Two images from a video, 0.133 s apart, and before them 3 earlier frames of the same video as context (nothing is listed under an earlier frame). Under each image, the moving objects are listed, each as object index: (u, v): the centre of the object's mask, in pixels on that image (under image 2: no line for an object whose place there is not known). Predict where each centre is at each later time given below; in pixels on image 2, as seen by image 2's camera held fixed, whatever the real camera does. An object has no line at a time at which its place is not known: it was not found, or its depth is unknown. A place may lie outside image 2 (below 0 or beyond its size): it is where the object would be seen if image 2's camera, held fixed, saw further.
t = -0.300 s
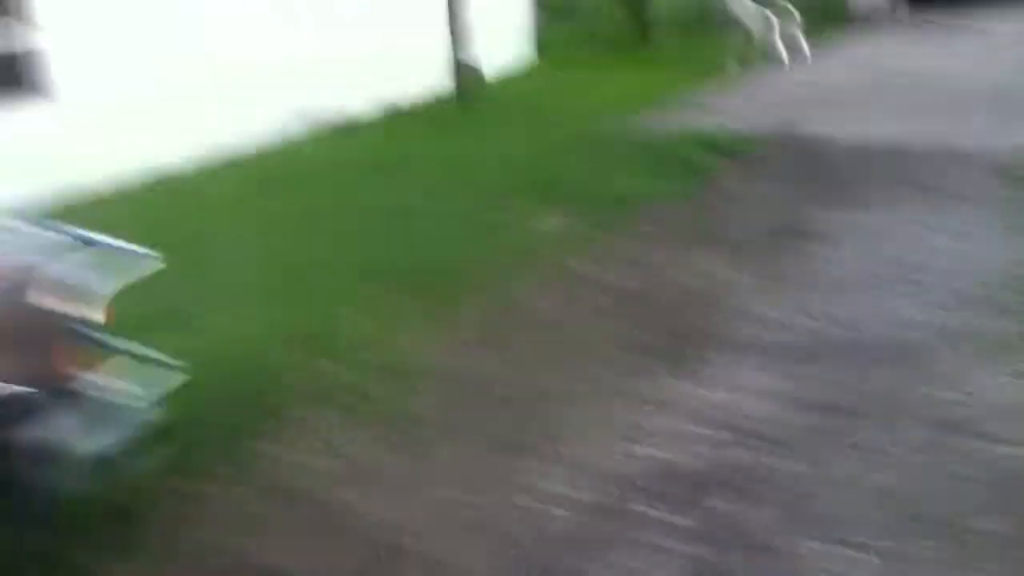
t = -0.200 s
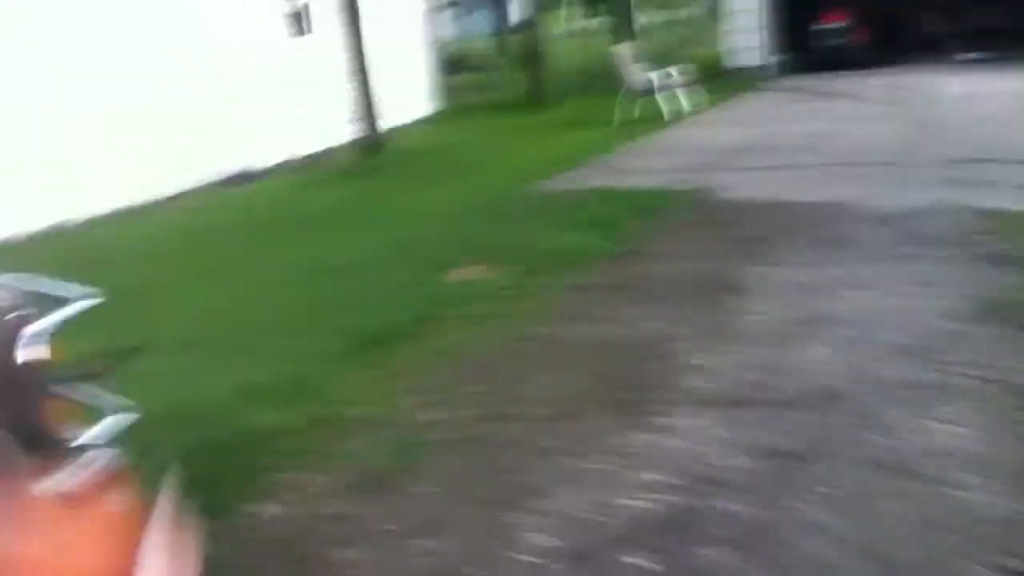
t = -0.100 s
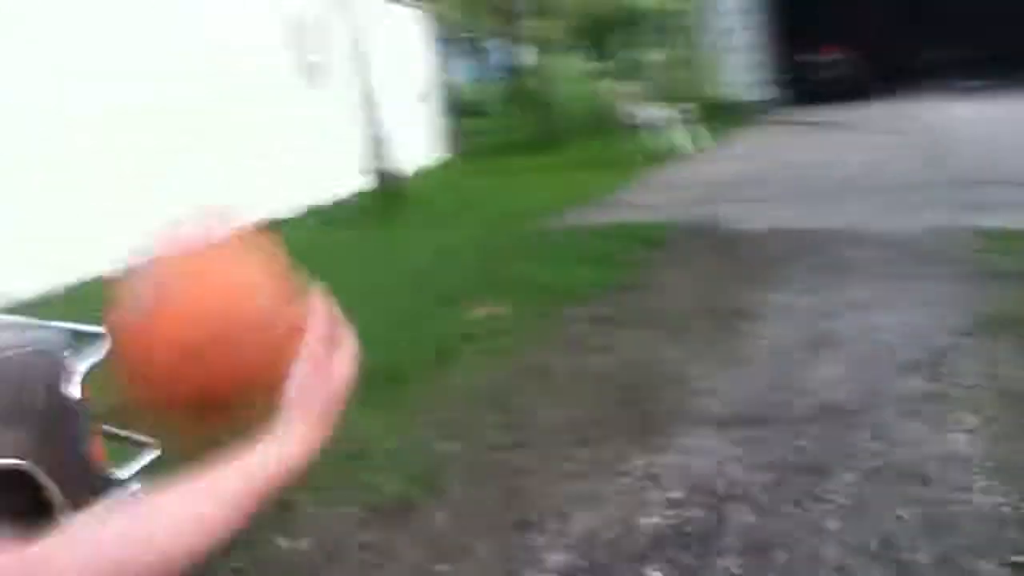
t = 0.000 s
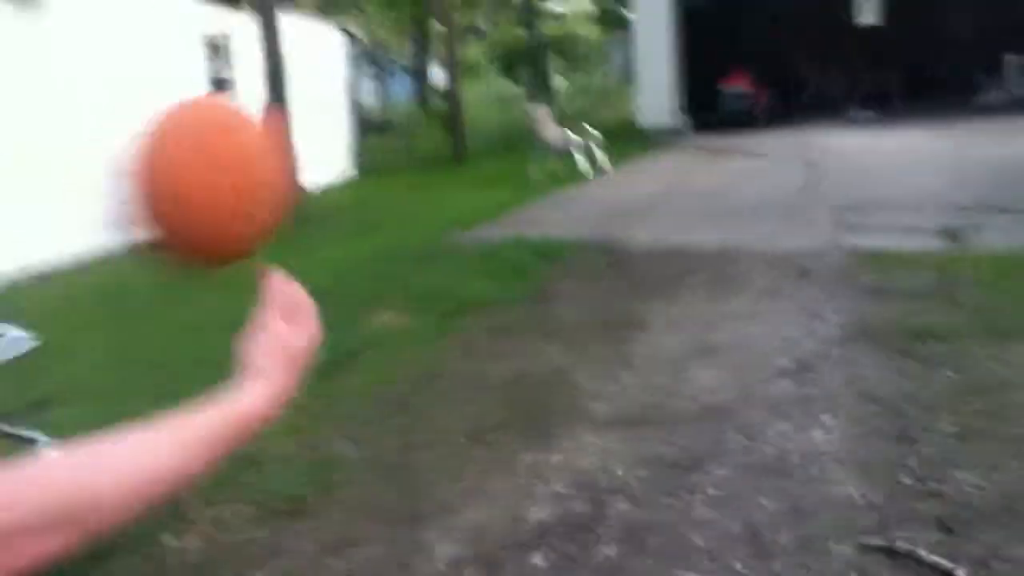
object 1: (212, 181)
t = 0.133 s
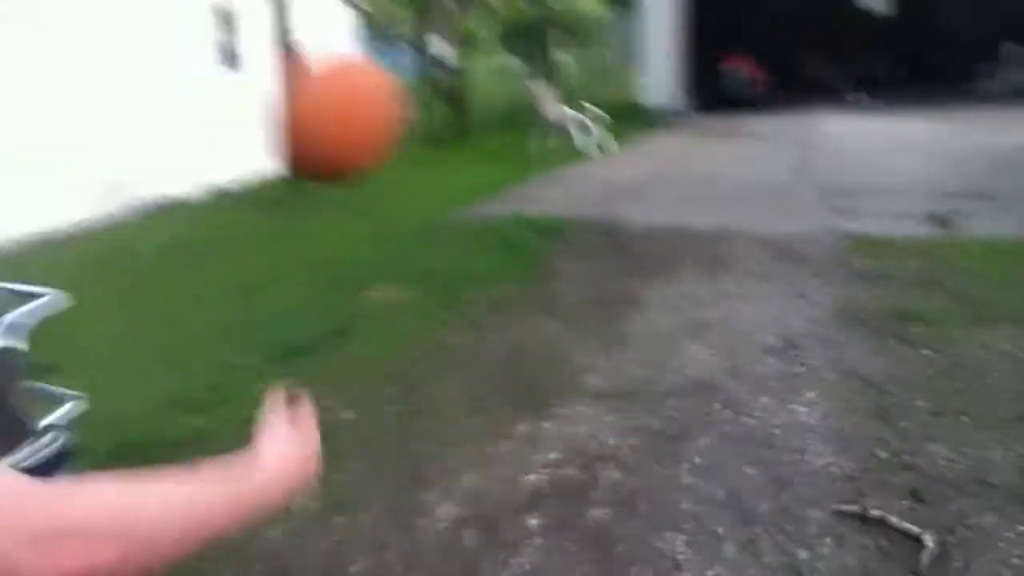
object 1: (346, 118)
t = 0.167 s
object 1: (367, 127)
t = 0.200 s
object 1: (378, 138)
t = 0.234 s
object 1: (396, 155)
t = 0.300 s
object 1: (429, 193)
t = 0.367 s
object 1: (455, 242)
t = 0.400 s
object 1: (468, 269)
